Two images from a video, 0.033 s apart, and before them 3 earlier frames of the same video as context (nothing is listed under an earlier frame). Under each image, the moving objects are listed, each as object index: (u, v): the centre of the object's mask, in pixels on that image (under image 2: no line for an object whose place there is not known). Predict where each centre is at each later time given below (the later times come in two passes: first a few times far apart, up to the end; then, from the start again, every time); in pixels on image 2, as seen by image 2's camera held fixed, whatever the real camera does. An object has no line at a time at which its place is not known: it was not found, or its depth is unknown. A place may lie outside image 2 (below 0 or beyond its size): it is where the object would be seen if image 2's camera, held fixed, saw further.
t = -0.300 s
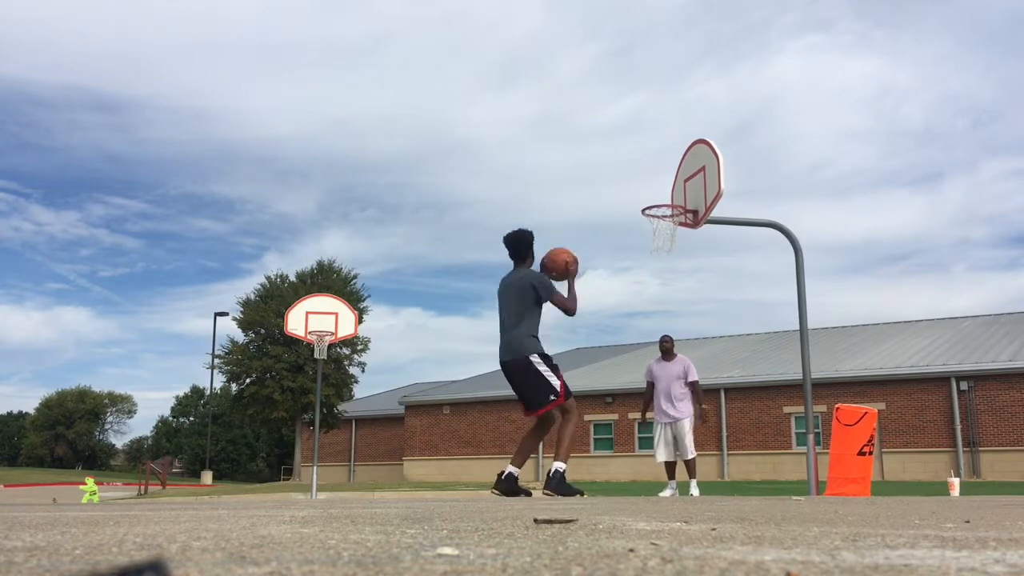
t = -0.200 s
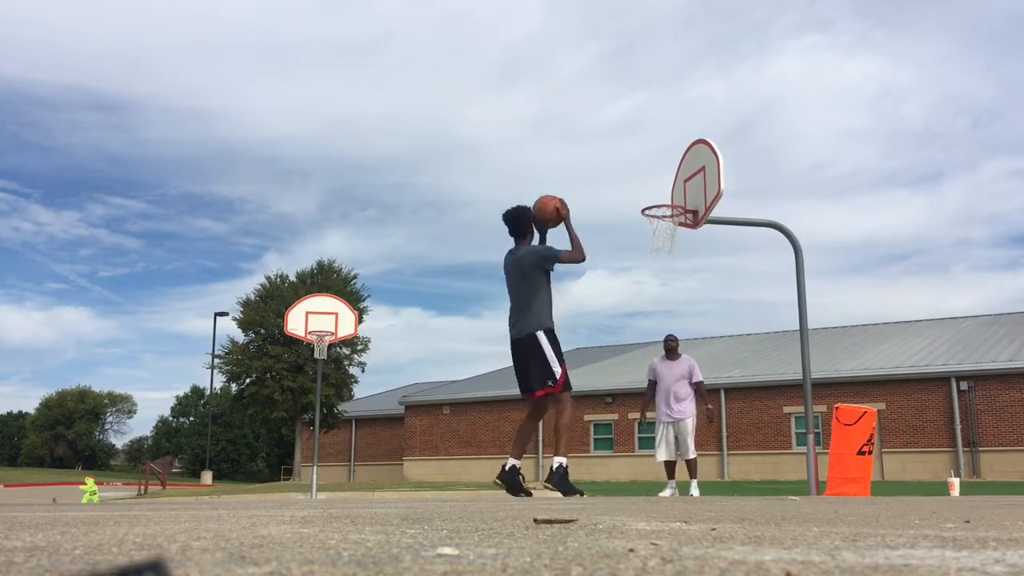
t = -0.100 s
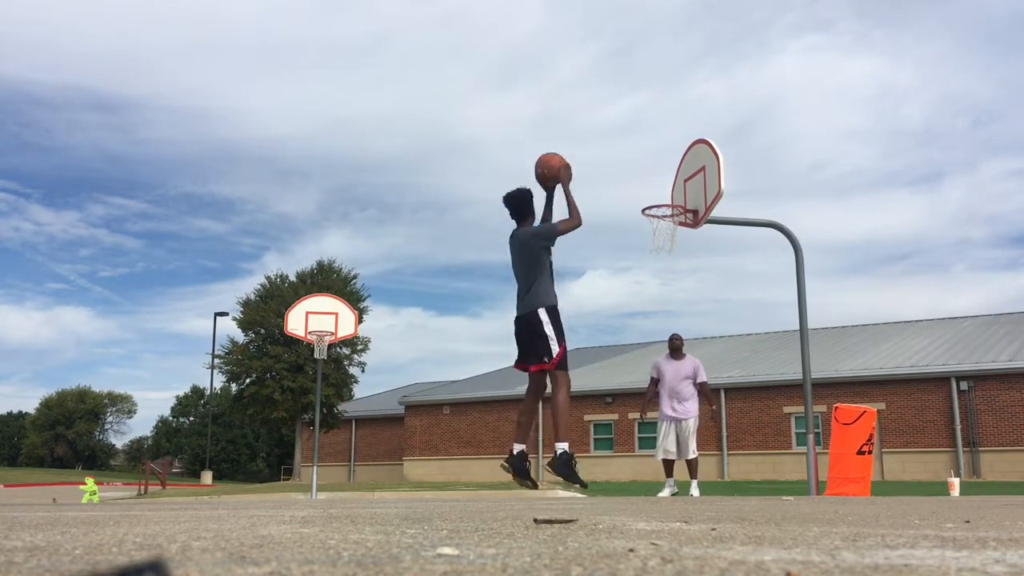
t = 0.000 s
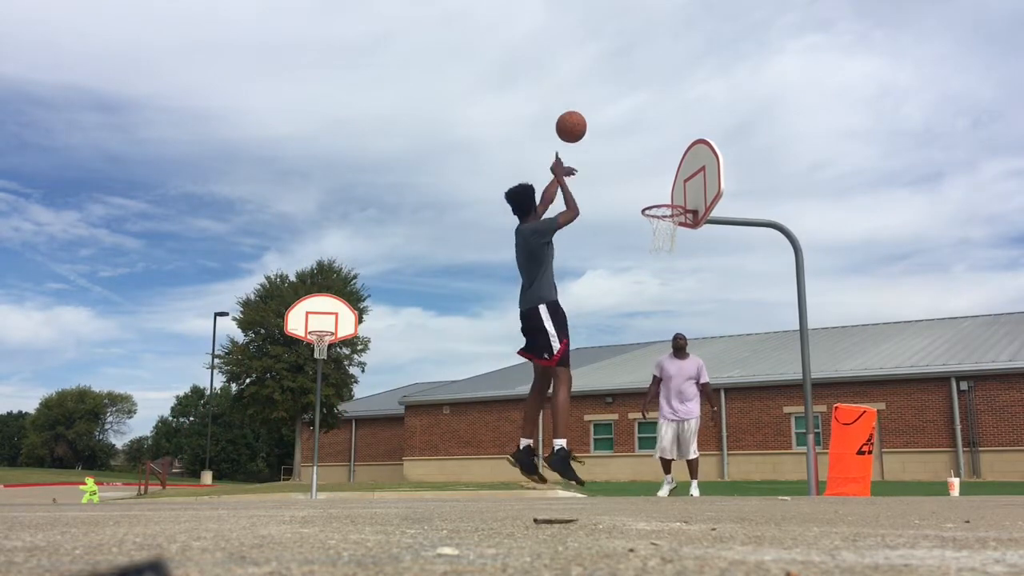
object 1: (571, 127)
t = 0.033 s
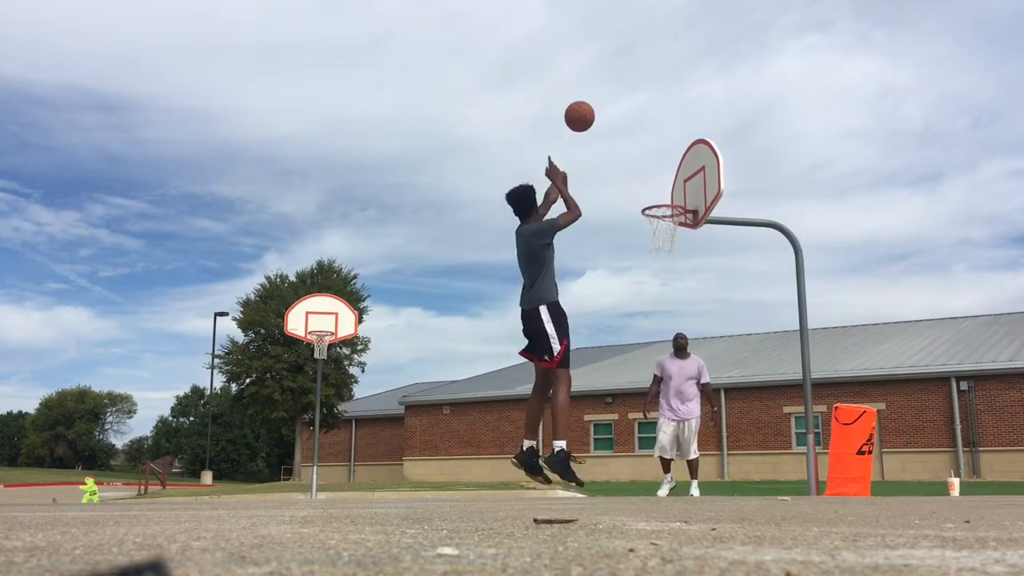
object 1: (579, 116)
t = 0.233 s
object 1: (622, 87)
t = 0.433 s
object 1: (655, 102)
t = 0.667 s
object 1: (687, 158)
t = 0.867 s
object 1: (656, 220)
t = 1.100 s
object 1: (650, 239)
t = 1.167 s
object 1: (649, 252)
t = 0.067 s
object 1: (587, 107)
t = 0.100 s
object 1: (595, 100)
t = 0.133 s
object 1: (602, 95)
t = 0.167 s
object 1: (609, 91)
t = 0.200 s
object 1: (615, 88)
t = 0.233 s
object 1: (622, 87)
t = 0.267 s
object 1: (628, 86)
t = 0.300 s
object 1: (633, 87)
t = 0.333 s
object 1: (639, 90)
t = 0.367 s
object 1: (644, 93)
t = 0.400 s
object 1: (650, 97)
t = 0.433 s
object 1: (655, 102)
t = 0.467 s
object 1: (660, 107)
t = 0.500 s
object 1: (665, 114)
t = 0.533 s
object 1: (669, 121)
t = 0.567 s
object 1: (674, 129)
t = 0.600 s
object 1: (678, 138)
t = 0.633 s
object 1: (682, 148)
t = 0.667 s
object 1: (687, 158)
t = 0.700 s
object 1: (691, 170)
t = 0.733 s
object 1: (692, 180)
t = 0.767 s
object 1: (683, 189)
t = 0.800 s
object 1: (674, 197)
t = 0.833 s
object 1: (662, 210)
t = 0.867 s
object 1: (656, 220)
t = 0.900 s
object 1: (651, 225)
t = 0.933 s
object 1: (650, 225)
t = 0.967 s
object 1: (650, 226)
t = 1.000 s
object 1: (650, 227)
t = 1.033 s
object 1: (650, 231)
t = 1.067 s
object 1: (650, 235)
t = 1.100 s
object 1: (650, 239)
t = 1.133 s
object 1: (649, 245)
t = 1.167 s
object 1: (649, 252)
